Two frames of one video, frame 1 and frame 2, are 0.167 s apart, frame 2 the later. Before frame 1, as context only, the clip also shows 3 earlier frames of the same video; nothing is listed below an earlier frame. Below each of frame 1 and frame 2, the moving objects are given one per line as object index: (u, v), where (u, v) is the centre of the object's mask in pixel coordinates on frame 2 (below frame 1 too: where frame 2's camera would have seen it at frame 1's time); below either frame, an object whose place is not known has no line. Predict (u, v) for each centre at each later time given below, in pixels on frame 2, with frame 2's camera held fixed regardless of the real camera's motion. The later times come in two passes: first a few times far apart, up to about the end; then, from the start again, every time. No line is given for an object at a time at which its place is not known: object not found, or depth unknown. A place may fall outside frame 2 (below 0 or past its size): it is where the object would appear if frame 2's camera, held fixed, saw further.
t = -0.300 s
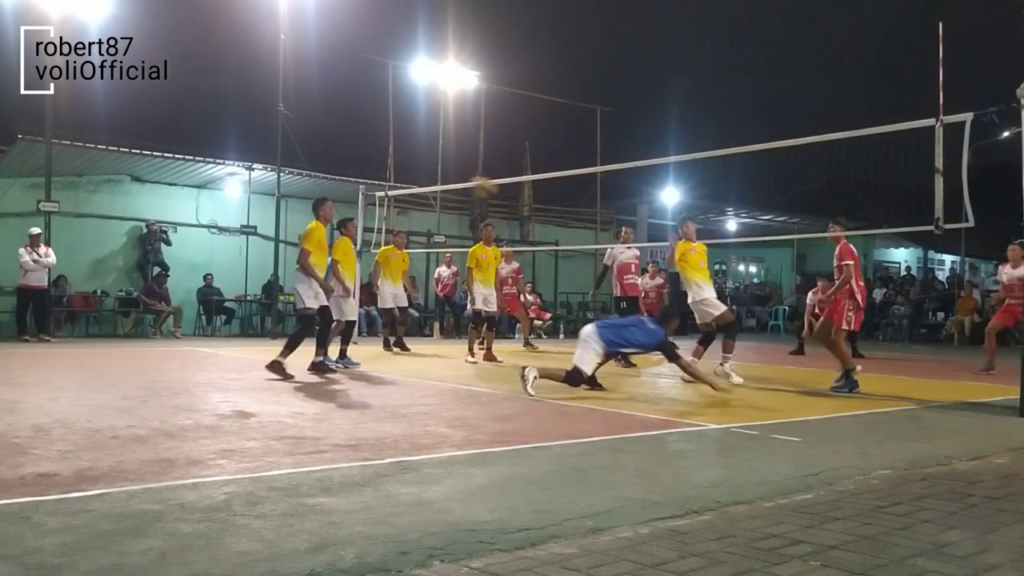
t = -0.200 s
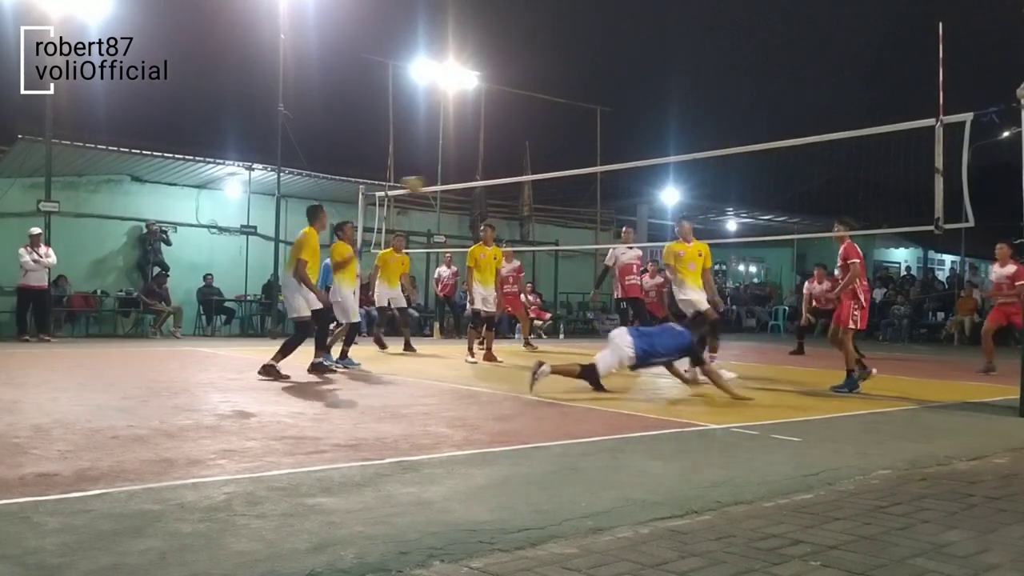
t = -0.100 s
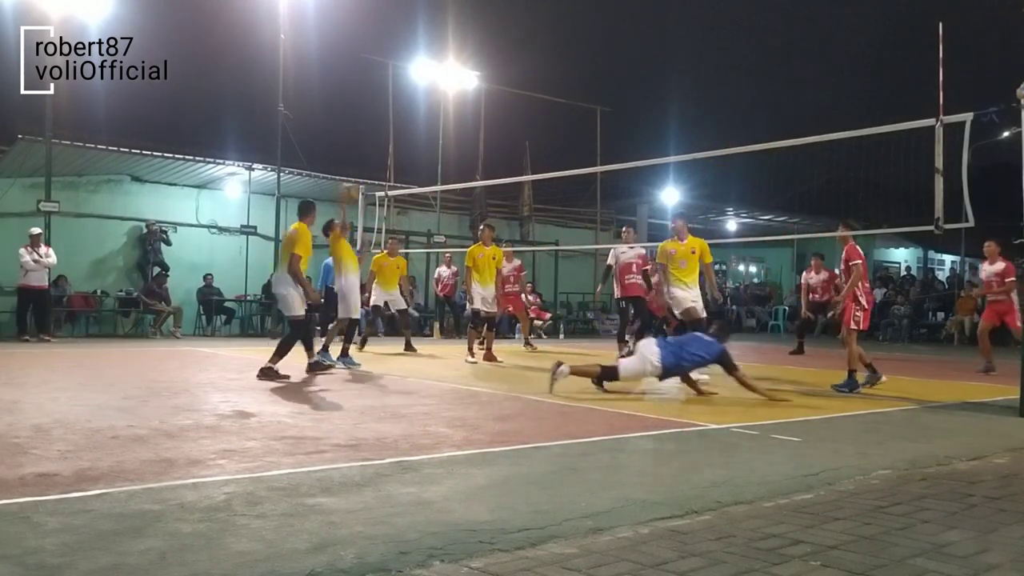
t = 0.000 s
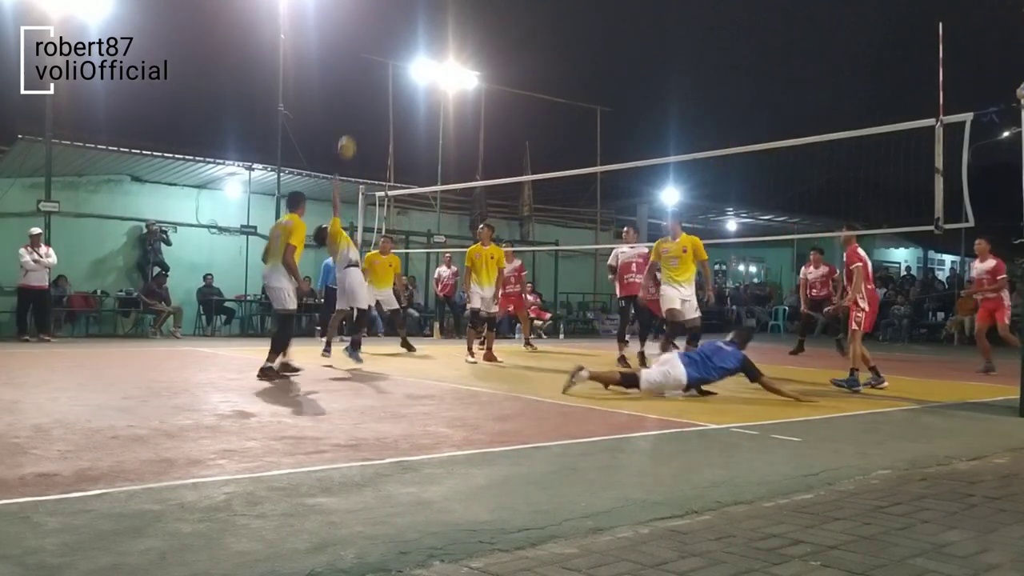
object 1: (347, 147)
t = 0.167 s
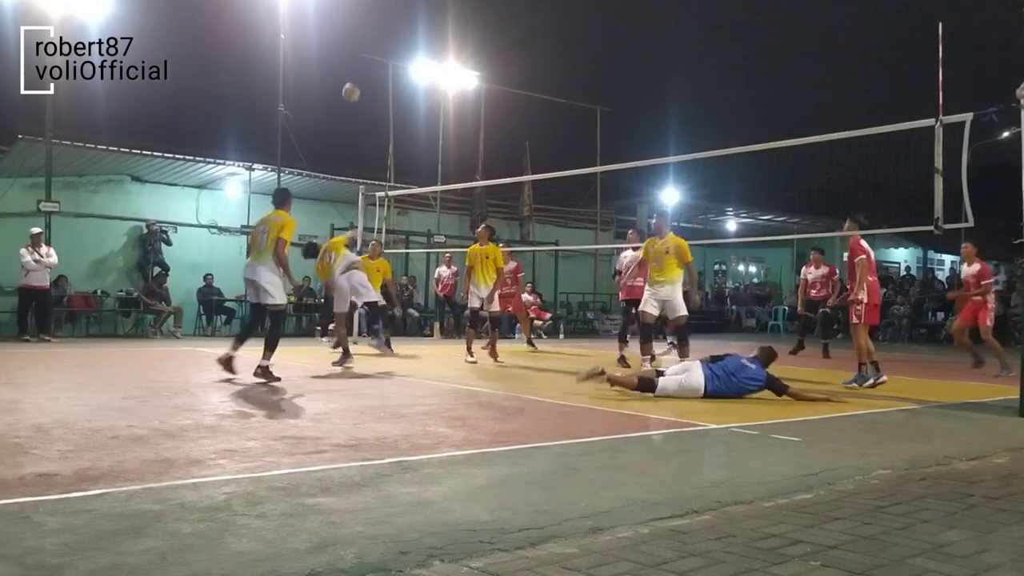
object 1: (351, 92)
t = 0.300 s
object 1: (353, 70)
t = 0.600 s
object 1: (357, 69)
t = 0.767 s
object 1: (359, 91)
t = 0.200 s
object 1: (351, 85)
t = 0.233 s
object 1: (352, 79)
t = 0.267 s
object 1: (353, 74)
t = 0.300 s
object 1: (353, 70)
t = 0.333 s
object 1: (353, 66)
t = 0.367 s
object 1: (354, 64)
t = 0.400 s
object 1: (354, 62)
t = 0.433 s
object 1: (355, 62)
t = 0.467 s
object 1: (355, 62)
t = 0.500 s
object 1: (355, 63)
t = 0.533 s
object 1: (356, 64)
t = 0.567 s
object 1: (356, 65)
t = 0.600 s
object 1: (357, 69)
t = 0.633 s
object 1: (357, 72)
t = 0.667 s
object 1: (357, 76)
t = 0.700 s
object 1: (358, 80)
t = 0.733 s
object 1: (358, 86)
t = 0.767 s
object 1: (359, 91)
